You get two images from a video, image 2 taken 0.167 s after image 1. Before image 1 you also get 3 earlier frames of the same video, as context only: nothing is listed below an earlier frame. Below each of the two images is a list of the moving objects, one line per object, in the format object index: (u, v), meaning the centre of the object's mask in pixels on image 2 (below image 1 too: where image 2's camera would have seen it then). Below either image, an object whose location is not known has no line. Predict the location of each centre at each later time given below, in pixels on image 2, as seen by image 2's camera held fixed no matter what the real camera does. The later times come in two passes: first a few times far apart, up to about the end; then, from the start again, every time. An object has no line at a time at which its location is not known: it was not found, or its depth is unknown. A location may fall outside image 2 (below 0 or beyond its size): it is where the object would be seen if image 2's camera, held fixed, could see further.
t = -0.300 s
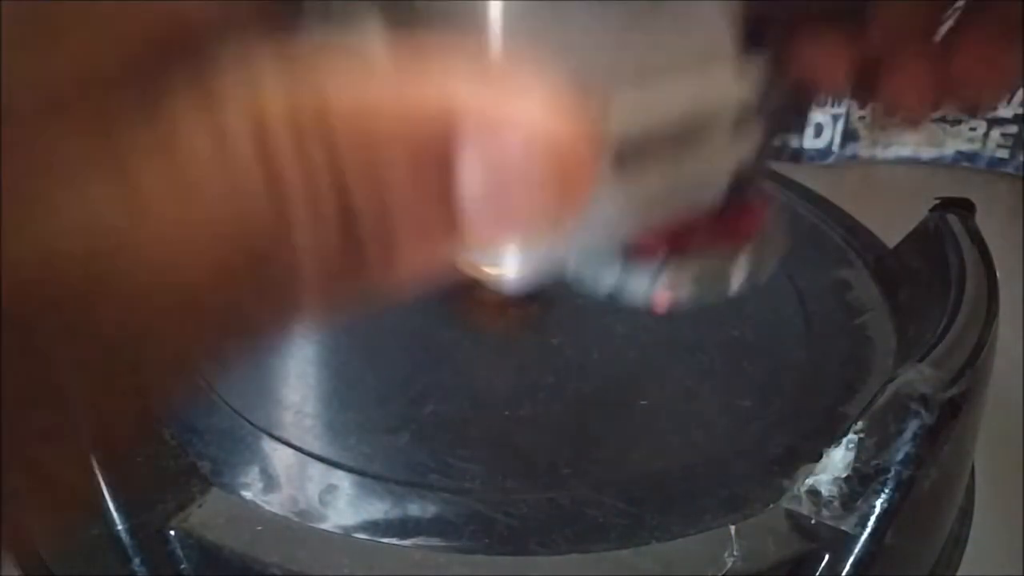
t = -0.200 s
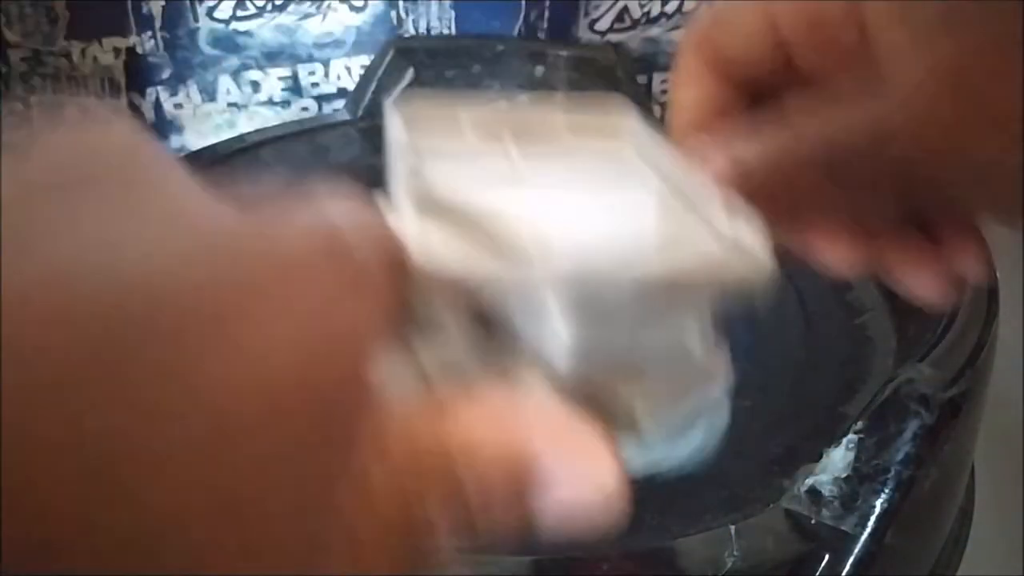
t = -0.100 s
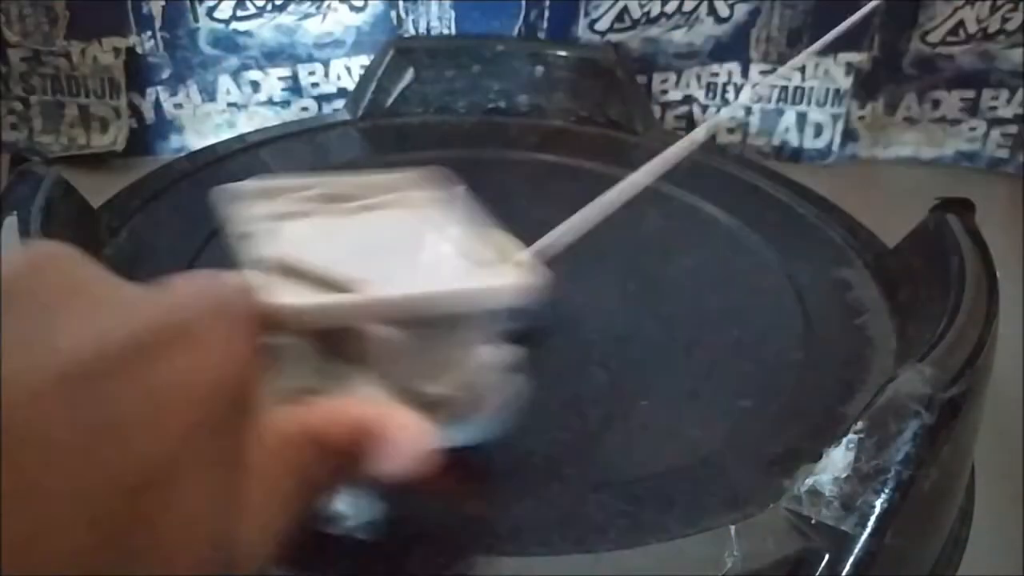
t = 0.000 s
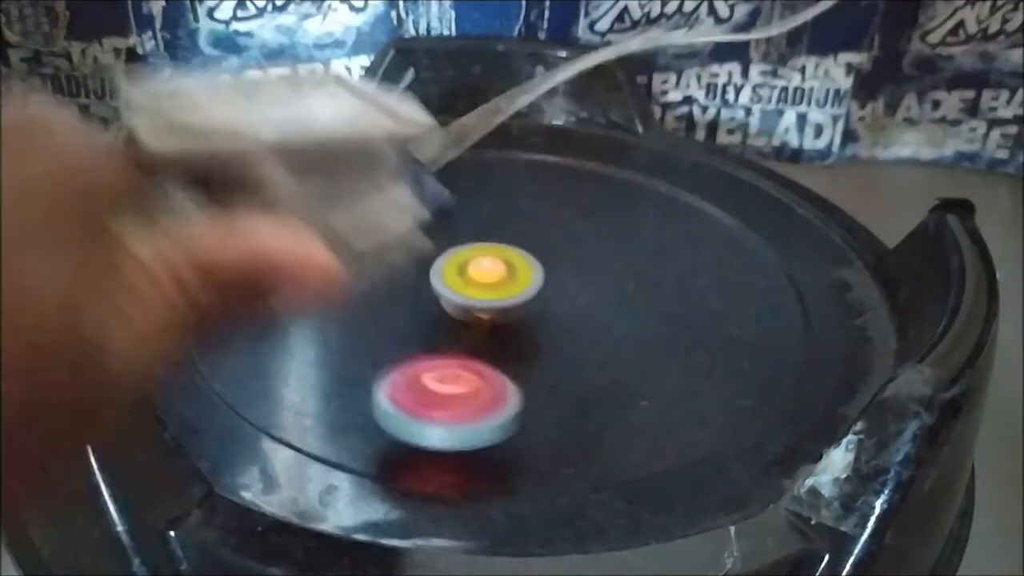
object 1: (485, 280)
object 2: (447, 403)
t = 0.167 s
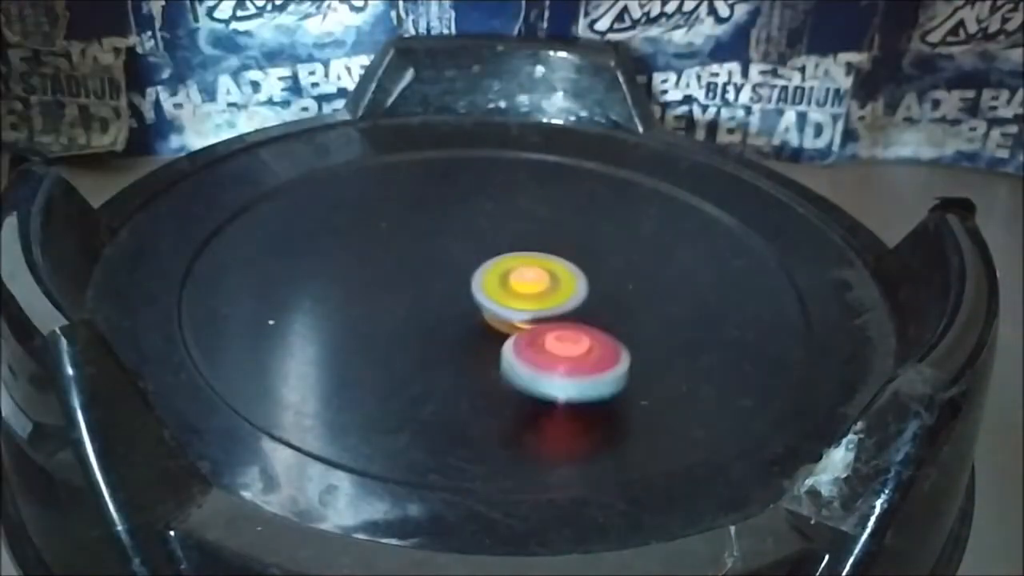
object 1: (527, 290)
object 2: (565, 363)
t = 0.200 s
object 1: (528, 268)
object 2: (581, 362)
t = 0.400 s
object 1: (476, 111)
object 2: (634, 380)
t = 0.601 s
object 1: (401, 143)
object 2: (552, 278)
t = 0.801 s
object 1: (324, 190)
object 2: (411, 257)
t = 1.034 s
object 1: (310, 254)
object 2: (365, 325)
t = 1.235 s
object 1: (414, 287)
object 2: (508, 354)
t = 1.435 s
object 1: (482, 252)
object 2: (592, 279)
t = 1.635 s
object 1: (429, 212)
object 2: (539, 207)
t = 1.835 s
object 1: (342, 249)
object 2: (463, 161)
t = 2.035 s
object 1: (450, 309)
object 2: (342, 176)
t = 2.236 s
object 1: (567, 287)
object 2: (314, 256)
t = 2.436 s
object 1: (584, 230)
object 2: (489, 332)
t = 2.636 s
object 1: (466, 230)
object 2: (614, 204)
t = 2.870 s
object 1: (584, 281)
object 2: (402, 268)
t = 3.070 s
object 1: (535, 260)
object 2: (690, 295)
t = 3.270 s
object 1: (545, 304)
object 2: (498, 219)
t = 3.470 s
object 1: (531, 290)
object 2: (512, 376)
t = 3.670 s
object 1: (496, 309)
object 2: (621, 265)
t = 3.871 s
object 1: (485, 301)
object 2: (352, 295)
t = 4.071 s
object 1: (475, 295)
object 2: (578, 346)
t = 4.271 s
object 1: (410, 286)
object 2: (496, 204)
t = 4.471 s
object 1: (450, 275)
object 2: (319, 274)
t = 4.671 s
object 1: (456, 246)
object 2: (594, 306)
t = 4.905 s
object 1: (488, 259)
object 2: (435, 188)
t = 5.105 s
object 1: (537, 258)
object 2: (455, 324)
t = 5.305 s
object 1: (495, 239)
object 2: (701, 280)
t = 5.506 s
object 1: (533, 297)
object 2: (520, 217)
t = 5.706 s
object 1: (525, 275)
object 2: (437, 348)
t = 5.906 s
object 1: (492, 289)
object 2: (643, 318)
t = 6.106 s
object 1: (359, 317)
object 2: (538, 207)
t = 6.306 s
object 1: (486, 326)
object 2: (335, 262)
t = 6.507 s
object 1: (475, 276)
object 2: (548, 349)
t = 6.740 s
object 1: (448, 250)
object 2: (524, 211)
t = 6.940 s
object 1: (457, 324)
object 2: (395, 179)
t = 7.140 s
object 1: (637, 270)
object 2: (360, 312)
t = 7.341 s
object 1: (659, 189)
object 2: (512, 383)
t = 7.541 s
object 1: (524, 240)
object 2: (631, 275)
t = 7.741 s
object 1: (423, 320)
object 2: (483, 218)
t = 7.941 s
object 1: (519, 349)
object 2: (388, 306)
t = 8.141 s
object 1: (671, 265)
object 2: (376, 319)
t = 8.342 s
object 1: (510, 227)
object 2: (505, 288)
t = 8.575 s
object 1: (428, 233)
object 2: (468, 302)
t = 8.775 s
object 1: (410, 262)
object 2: (527, 245)
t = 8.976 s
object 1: (396, 313)
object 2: (495, 215)
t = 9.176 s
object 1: (499, 340)
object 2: (481, 268)
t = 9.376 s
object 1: (632, 342)
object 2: (485, 278)
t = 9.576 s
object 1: (630, 297)
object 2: (507, 290)
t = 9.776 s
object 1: (650, 290)
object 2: (571, 246)
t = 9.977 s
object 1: (560, 349)
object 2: (519, 265)
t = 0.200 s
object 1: (528, 268)
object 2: (581, 362)
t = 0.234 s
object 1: (522, 231)
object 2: (601, 382)
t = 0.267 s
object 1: (515, 197)
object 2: (617, 393)
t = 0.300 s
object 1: (507, 166)
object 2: (627, 399)
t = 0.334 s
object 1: (498, 142)
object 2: (632, 399)
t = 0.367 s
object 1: (488, 124)
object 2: (635, 392)
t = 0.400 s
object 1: (476, 111)
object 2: (634, 380)
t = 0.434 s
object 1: (464, 117)
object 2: (632, 364)
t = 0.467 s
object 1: (452, 112)
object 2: (626, 345)
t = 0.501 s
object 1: (439, 120)
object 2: (615, 327)
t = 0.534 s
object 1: (425, 122)
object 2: (598, 308)
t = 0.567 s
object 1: (413, 134)
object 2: (576, 291)
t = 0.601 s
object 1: (401, 143)
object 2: (552, 278)
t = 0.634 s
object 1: (389, 154)
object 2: (524, 264)
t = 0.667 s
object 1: (379, 165)
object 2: (495, 253)
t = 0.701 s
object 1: (369, 177)
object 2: (465, 245)
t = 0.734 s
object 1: (361, 190)
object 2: (436, 239)
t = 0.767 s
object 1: (343, 189)
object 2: (421, 242)
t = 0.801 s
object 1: (324, 190)
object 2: (411, 257)
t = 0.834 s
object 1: (309, 192)
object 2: (402, 270)
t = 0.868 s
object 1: (298, 198)
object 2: (394, 282)
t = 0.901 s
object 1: (292, 206)
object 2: (387, 292)
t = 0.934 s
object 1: (290, 216)
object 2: (379, 302)
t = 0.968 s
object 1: (293, 229)
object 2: (372, 309)
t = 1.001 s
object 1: (300, 242)
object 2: (367, 317)
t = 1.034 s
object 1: (310, 254)
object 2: (365, 325)
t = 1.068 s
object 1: (322, 261)
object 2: (372, 339)
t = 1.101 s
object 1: (338, 270)
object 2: (387, 351)
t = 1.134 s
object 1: (357, 277)
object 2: (412, 357)
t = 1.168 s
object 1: (377, 284)
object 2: (441, 359)
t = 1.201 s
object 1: (398, 290)
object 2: (470, 355)
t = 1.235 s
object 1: (414, 287)
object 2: (508, 354)
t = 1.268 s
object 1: (427, 280)
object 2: (543, 349)
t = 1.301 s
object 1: (442, 276)
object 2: (571, 339)
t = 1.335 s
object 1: (454, 271)
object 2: (590, 327)
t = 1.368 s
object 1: (466, 265)
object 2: (599, 311)
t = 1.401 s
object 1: (474, 259)
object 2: (599, 295)
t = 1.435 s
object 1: (482, 252)
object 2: (592, 279)
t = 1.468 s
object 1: (475, 242)
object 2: (593, 264)
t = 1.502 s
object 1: (465, 232)
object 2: (594, 252)
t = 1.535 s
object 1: (456, 223)
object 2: (589, 240)
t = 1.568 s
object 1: (447, 217)
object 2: (577, 229)
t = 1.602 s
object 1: (438, 214)
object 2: (559, 218)
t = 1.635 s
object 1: (429, 212)
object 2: (539, 207)
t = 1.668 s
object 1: (420, 211)
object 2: (516, 197)
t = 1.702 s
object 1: (398, 214)
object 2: (503, 185)
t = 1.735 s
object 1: (371, 219)
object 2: (499, 175)
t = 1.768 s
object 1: (352, 227)
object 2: (490, 168)
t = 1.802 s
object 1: (343, 237)
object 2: (478, 163)
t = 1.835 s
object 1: (342, 249)
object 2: (463, 161)
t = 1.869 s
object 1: (349, 261)
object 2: (445, 160)
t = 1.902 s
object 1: (362, 274)
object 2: (426, 160)
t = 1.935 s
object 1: (380, 286)
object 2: (405, 162)
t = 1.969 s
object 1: (401, 296)
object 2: (384, 165)
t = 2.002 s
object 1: (425, 304)
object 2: (362, 169)
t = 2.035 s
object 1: (450, 309)
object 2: (342, 176)
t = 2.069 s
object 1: (476, 311)
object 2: (325, 185)
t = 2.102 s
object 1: (501, 309)
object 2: (312, 197)
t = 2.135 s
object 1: (524, 305)
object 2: (304, 212)
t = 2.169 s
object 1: (543, 299)
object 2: (302, 229)
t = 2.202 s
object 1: (552, 296)
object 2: (303, 238)
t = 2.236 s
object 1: (567, 287)
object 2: (314, 256)
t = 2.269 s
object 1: (579, 278)
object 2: (332, 278)
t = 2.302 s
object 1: (587, 268)
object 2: (355, 297)
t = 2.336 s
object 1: (592, 257)
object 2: (384, 312)
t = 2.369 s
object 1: (593, 247)
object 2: (416, 323)
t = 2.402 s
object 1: (590, 238)
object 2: (453, 330)
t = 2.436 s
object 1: (584, 230)
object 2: (489, 332)
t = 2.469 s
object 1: (574, 222)
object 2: (524, 329)
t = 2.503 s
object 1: (549, 212)
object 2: (581, 312)
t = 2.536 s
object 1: (521, 208)
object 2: (619, 285)
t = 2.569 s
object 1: (506, 209)
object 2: (630, 270)
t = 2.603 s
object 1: (481, 218)
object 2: (632, 231)
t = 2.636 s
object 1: (466, 230)
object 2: (614, 204)
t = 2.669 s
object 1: (462, 245)
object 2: (584, 184)
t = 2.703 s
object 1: (470, 262)
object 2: (544, 171)
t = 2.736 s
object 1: (488, 276)
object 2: (498, 169)
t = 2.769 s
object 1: (512, 287)
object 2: (453, 179)
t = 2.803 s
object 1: (539, 290)
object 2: (417, 201)
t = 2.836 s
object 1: (565, 287)
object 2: (398, 232)
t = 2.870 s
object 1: (584, 281)
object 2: (402, 268)
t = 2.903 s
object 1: (591, 273)
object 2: (429, 301)
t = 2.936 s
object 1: (590, 264)
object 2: (479, 328)
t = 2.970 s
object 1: (581, 258)
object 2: (541, 340)
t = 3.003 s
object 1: (566, 256)
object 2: (603, 336)
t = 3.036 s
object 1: (550, 257)
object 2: (657, 321)
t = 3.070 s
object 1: (535, 260)
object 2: (690, 295)
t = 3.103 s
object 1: (522, 268)
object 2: (702, 267)
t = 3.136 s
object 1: (514, 275)
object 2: (688, 240)
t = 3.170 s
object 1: (512, 285)
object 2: (654, 220)
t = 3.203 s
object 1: (519, 295)
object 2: (605, 209)
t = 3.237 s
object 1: (532, 302)
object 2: (551, 209)
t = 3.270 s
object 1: (545, 304)
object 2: (498, 219)
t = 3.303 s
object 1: (556, 302)
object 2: (455, 238)
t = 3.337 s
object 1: (559, 299)
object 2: (427, 264)
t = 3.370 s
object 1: (559, 295)
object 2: (415, 296)
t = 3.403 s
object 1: (554, 292)
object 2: (425, 329)
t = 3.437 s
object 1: (543, 291)
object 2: (458, 357)
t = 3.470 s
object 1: (531, 290)
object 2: (512, 376)
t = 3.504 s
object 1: (523, 292)
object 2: (575, 379)
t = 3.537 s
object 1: (514, 297)
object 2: (631, 368)
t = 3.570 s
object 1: (508, 301)
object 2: (670, 345)
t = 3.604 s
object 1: (499, 305)
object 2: (679, 316)
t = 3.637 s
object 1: (494, 307)
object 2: (660, 288)
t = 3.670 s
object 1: (496, 309)
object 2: (621, 265)
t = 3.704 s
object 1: (498, 310)
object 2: (571, 250)
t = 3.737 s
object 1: (498, 308)
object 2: (516, 243)
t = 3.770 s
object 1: (497, 307)
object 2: (460, 245)
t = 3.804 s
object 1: (495, 305)
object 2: (413, 256)
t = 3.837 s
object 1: (490, 303)
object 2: (377, 272)
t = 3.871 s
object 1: (485, 301)
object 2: (352, 295)
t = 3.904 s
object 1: (483, 300)
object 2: (347, 322)
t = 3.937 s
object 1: (480, 299)
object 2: (368, 351)
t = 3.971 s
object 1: (478, 299)
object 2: (416, 375)
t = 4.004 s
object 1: (476, 298)
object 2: (480, 382)
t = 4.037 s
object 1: (475, 296)
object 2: (541, 370)
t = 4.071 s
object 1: (475, 295)
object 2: (578, 346)
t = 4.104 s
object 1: (473, 294)
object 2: (588, 315)
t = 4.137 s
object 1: (438, 283)
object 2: (614, 287)
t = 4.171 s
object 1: (419, 279)
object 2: (609, 261)
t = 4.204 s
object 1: (407, 279)
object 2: (579, 237)
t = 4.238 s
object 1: (406, 283)
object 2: (540, 217)
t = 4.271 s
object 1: (410, 286)
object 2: (496, 204)
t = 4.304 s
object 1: (416, 287)
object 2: (461, 199)
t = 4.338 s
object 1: (427, 288)
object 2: (416, 199)
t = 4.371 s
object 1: (438, 288)
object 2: (373, 206)
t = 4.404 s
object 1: (444, 286)
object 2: (339, 222)
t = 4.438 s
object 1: (447, 282)
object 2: (318, 246)
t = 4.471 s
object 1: (450, 275)
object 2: (319, 274)
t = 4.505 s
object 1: (457, 268)
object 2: (343, 306)
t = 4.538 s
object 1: (457, 261)
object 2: (390, 332)
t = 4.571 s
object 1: (456, 254)
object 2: (450, 345)
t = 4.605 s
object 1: (456, 251)
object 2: (511, 344)
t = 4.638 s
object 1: (456, 248)
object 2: (561, 329)
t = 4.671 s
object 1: (456, 246)
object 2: (594, 306)
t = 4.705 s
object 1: (457, 246)
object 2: (610, 280)
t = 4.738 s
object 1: (459, 245)
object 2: (608, 254)
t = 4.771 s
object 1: (463, 246)
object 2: (591, 229)
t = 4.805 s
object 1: (468, 246)
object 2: (562, 209)
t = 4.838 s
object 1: (477, 247)
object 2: (517, 192)
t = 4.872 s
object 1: (483, 252)
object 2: (475, 186)
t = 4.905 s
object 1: (488, 259)
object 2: (435, 188)
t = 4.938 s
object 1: (496, 262)
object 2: (400, 199)
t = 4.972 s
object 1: (505, 262)
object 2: (375, 220)
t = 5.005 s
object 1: (515, 261)
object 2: (367, 248)
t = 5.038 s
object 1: (525, 260)
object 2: (379, 277)
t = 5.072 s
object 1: (533, 259)
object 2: (409, 304)
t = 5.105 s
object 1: (537, 258)
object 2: (455, 324)
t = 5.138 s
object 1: (542, 256)
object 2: (510, 333)
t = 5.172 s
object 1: (543, 254)
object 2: (562, 327)
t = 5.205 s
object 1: (541, 253)
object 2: (611, 319)
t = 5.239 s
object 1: (523, 237)
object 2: (661, 318)
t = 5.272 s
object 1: (508, 233)
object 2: (688, 303)
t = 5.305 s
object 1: (495, 239)
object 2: (701, 280)
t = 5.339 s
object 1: (487, 248)
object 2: (701, 256)
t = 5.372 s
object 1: (482, 260)
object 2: (684, 235)
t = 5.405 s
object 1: (483, 274)
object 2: (653, 220)
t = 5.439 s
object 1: (493, 286)
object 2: (612, 212)
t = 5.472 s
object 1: (511, 295)
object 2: (566, 211)
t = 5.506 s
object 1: (533, 297)
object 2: (520, 217)
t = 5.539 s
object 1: (547, 293)
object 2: (481, 230)
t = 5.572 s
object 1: (552, 287)
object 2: (449, 248)
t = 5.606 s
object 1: (550, 282)
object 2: (426, 271)
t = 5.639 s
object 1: (544, 278)
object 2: (415, 297)
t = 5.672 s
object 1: (535, 276)
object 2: (417, 323)
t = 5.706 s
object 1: (525, 275)
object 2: (437, 348)
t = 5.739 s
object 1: (516, 277)
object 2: (473, 368)
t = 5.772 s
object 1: (509, 279)
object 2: (522, 379)
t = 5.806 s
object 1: (503, 281)
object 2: (573, 377)
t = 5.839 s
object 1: (498, 284)
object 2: (615, 363)
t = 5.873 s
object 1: (495, 286)
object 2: (640, 343)
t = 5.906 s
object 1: (492, 289)
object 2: (643, 318)
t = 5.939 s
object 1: (490, 291)
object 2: (626, 295)
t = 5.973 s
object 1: (486, 292)
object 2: (597, 275)
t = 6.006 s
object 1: (416, 296)
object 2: (616, 248)
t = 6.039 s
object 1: (374, 300)
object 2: (605, 228)
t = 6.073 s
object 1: (360, 305)
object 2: (579, 217)
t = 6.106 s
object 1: (359, 317)
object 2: (538, 207)
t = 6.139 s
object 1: (372, 332)
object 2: (495, 202)
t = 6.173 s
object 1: (395, 344)
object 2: (453, 203)
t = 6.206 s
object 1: (422, 348)
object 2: (412, 209)
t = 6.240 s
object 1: (447, 346)
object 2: (377, 221)
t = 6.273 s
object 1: (471, 338)
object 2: (350, 240)
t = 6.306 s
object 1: (486, 326)
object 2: (335, 262)
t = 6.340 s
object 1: (490, 314)
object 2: (337, 289)
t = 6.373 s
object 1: (488, 302)
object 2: (356, 316)
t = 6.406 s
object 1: (486, 293)
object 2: (393, 340)
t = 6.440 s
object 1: (483, 284)
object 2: (443, 355)
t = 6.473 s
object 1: (478, 279)
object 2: (499, 357)
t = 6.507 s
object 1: (475, 276)
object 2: (548, 349)
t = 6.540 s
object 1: (471, 272)
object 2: (585, 331)
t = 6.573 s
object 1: (468, 269)
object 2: (607, 309)
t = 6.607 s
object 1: (464, 266)
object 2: (614, 285)
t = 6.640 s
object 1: (459, 261)
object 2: (606, 261)
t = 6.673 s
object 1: (455, 254)
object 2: (586, 240)
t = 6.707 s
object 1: (449, 251)
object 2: (558, 223)
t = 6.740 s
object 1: (448, 250)
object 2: (524, 211)
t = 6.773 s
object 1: (409, 269)
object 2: (518, 184)
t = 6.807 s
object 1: (377, 292)
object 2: (512, 168)
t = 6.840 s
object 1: (375, 308)
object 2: (490, 162)
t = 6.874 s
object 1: (398, 318)
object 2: (458, 162)
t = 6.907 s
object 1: (428, 324)
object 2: (424, 167)
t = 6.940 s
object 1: (457, 324)
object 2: (395, 179)
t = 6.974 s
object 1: (484, 322)
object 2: (375, 199)
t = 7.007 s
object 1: (505, 317)
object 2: (367, 225)
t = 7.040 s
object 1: (522, 309)
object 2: (372, 252)
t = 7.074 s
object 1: (533, 301)
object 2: (392, 278)
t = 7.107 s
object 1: (540, 292)
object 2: (423, 301)
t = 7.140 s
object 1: (637, 270)
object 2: (360, 312)
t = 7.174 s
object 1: (701, 244)
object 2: (322, 322)
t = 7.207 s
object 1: (722, 224)
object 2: (324, 334)
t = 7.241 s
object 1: (718, 209)
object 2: (355, 351)
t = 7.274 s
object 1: (704, 197)
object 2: (402, 368)
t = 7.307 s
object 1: (685, 190)
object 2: (456, 380)
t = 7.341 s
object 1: (659, 189)
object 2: (512, 383)
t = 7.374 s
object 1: (631, 191)
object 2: (564, 379)
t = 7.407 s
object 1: (601, 197)
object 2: (607, 364)
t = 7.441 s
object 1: (574, 205)
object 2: (635, 343)
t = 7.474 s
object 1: (553, 213)
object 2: (648, 320)
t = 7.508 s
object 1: (538, 225)
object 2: (646, 297)
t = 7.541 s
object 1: (524, 240)
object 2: (631, 275)
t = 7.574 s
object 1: (487, 250)
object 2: (630, 259)
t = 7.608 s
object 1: (442, 258)
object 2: (618, 246)
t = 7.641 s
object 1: (417, 271)
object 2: (590, 232)
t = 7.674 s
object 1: (411, 288)
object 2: (556, 222)
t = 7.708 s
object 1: (413, 305)
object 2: (520, 217)
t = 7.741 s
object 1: (423, 320)
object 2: (483, 218)
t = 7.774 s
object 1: (437, 333)
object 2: (449, 223)
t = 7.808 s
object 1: (449, 341)
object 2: (425, 231)
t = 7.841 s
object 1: (467, 349)
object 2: (400, 246)
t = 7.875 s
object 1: (486, 353)
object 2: (384, 263)
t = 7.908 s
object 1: (504, 354)
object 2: (380, 284)
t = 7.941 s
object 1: (519, 349)
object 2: (388, 306)
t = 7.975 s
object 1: (551, 342)
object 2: (392, 320)
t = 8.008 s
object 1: (654, 335)
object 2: (336, 307)
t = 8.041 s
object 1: (708, 315)
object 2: (316, 299)
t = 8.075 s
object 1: (716, 296)
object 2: (323, 299)
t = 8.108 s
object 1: (699, 279)
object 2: (346, 307)
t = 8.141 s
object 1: (671, 265)
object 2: (376, 319)
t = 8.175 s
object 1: (640, 255)
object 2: (410, 330)
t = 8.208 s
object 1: (607, 249)
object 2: (448, 333)
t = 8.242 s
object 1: (577, 247)
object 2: (481, 325)
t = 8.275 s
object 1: (549, 245)
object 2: (503, 309)
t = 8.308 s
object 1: (526, 235)
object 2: (509, 297)
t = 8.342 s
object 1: (510, 227)
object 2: (505, 288)
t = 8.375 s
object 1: (494, 219)
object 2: (495, 281)
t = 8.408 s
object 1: (480, 215)
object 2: (480, 277)
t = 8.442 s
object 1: (465, 213)
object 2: (464, 276)
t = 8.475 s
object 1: (452, 215)
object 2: (451, 279)
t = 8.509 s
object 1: (442, 221)
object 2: (445, 286)
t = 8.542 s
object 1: (434, 227)
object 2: (451, 295)
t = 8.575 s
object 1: (428, 233)
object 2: (468, 302)
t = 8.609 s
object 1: (425, 240)
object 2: (492, 301)
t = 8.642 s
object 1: (422, 245)
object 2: (516, 296)
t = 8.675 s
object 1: (418, 247)
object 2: (532, 287)
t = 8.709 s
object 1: (419, 253)
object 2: (533, 273)
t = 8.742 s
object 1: (418, 257)
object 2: (531, 259)
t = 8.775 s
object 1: (410, 262)
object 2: (527, 245)
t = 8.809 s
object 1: (351, 270)
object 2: (563, 227)
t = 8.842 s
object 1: (326, 280)
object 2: (578, 216)
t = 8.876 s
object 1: (333, 292)
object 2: (572, 211)
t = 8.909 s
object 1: (352, 302)
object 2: (551, 210)
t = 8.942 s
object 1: (374, 309)
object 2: (523, 210)
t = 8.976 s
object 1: (396, 313)
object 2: (495, 215)
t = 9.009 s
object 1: (418, 314)
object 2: (471, 225)
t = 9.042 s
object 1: (436, 313)
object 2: (456, 240)
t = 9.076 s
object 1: (451, 310)
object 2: (452, 246)
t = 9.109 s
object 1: (464, 328)
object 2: (463, 254)
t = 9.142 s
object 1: (482, 339)
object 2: (474, 261)
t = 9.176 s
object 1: (499, 340)
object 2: (481, 268)
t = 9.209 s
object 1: (520, 339)
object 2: (486, 277)
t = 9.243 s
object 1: (544, 345)
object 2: (491, 282)
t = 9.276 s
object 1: (559, 341)
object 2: (499, 288)
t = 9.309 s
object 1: (592, 353)
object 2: (503, 283)
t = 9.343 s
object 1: (614, 351)
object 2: (496, 278)
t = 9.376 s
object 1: (632, 342)
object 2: (485, 278)
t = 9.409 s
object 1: (642, 331)
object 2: (477, 281)
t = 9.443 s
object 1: (640, 322)
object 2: (474, 288)
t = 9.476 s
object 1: (633, 314)
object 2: (481, 296)
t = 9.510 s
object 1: (619, 306)
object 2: (496, 299)
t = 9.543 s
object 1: (616, 295)
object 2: (501, 297)
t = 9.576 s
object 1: (630, 297)
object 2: (507, 290)
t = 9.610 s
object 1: (644, 296)
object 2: (515, 282)
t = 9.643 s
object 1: (646, 291)
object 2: (539, 277)
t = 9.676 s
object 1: (652, 288)
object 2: (551, 269)
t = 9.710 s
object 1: (655, 286)
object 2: (560, 260)
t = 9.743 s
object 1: (655, 286)
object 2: (568, 253)
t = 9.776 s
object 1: (650, 290)
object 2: (571, 246)
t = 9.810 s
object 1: (635, 295)
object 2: (571, 244)
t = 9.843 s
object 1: (619, 305)
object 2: (571, 240)
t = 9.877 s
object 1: (605, 328)
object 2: (557, 236)
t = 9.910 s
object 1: (588, 340)
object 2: (541, 240)
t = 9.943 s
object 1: (574, 347)
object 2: (528, 251)
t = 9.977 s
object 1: (560, 349)
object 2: (519, 265)
